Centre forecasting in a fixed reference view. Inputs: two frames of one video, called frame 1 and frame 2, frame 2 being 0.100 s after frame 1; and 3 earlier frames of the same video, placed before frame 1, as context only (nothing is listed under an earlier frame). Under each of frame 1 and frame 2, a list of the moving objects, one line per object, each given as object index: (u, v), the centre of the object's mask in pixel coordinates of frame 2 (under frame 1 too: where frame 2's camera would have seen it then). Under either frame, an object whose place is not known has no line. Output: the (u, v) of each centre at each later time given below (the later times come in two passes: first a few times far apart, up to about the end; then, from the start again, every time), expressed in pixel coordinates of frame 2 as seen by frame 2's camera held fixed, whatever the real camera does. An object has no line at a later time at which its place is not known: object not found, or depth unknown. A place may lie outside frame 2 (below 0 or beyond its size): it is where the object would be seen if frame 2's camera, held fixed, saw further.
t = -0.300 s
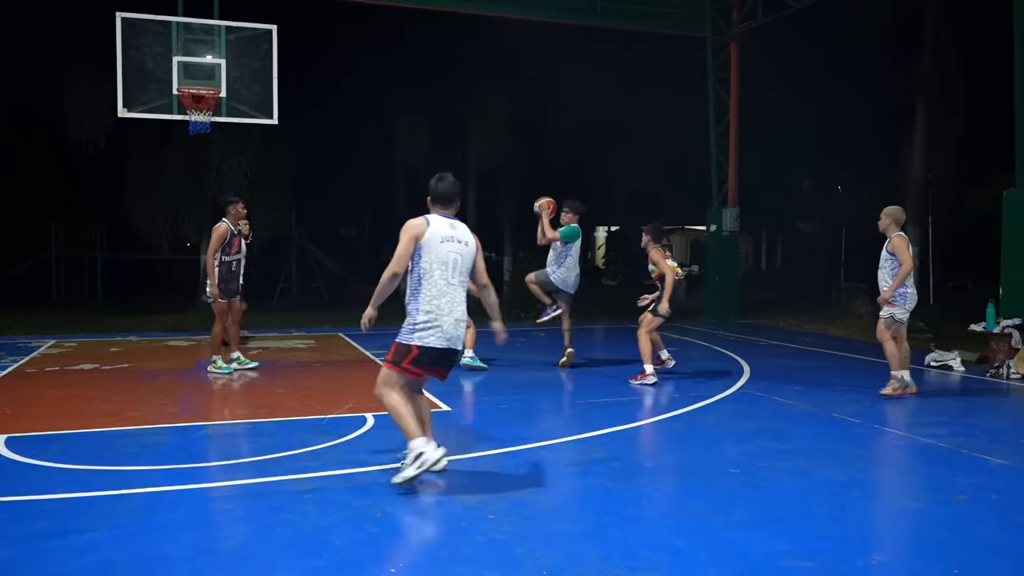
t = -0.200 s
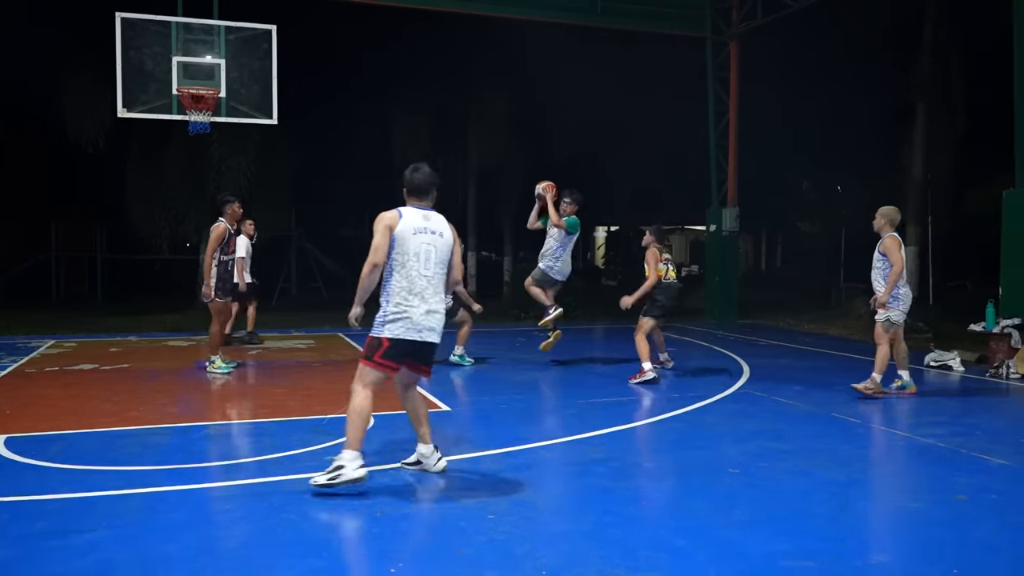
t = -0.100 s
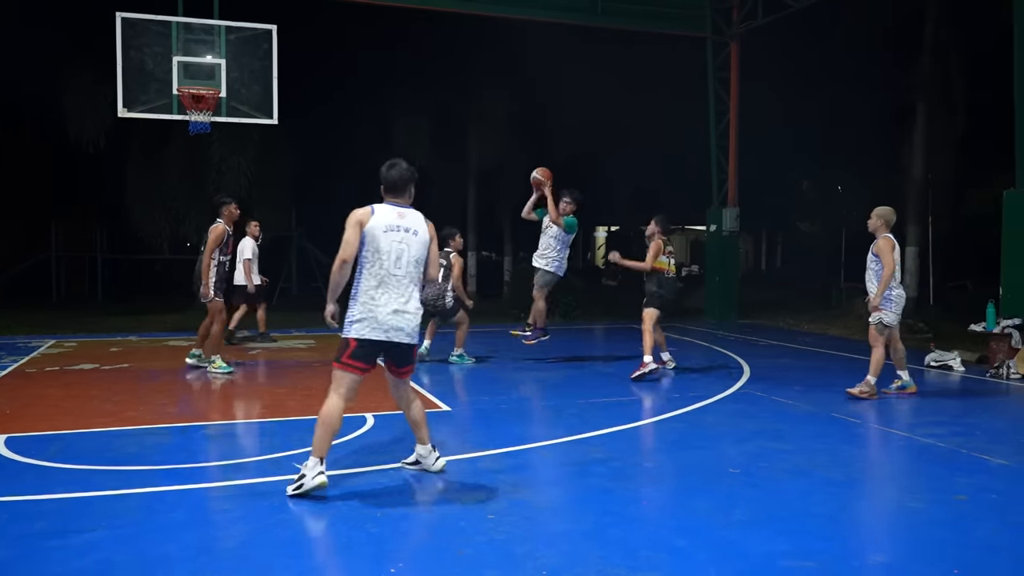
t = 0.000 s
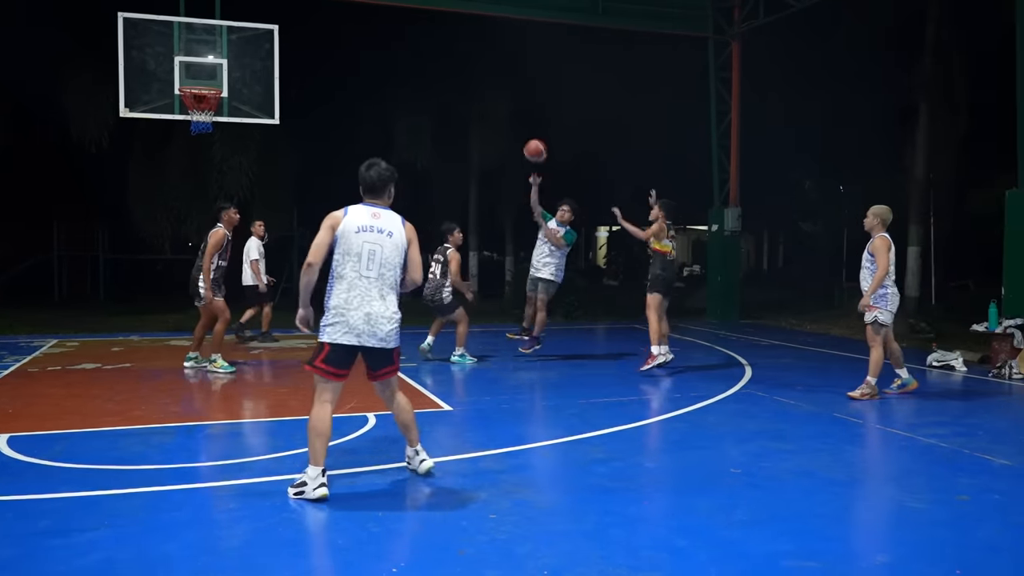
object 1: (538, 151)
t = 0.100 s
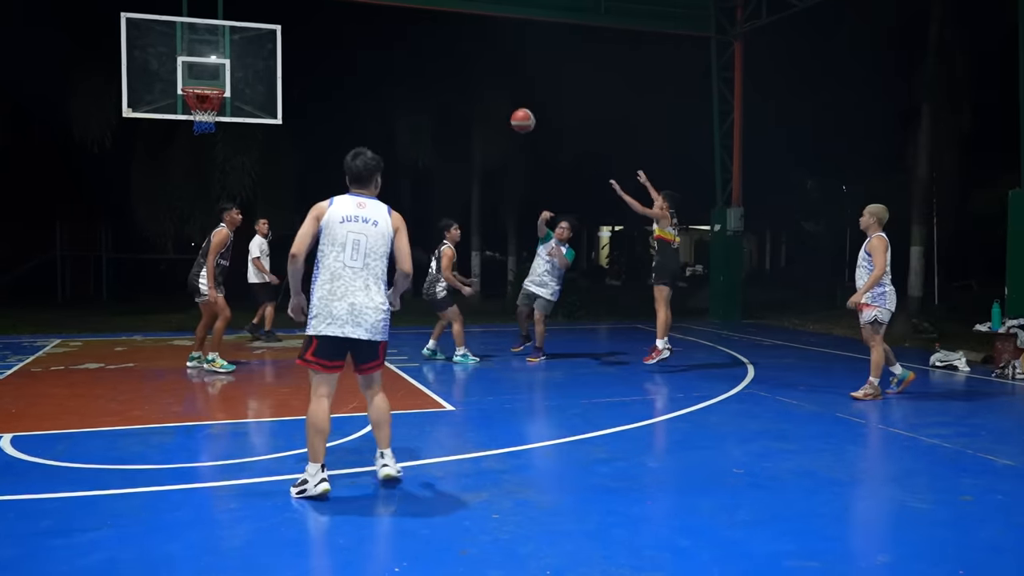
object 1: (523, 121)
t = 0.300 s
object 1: (488, 82)
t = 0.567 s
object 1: (429, 93)
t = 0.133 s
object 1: (517, 112)
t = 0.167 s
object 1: (512, 104)
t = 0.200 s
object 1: (506, 97)
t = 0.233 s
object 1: (500, 91)
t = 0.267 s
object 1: (495, 86)
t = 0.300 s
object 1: (488, 82)
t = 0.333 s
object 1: (482, 79)
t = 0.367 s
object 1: (475, 77)
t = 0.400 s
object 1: (468, 76)
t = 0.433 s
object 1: (461, 77)
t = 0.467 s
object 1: (453, 78)
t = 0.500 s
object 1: (445, 82)
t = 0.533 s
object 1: (437, 87)
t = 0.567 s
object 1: (429, 93)
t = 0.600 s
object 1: (420, 101)
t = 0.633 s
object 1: (411, 111)
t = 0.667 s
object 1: (401, 123)
